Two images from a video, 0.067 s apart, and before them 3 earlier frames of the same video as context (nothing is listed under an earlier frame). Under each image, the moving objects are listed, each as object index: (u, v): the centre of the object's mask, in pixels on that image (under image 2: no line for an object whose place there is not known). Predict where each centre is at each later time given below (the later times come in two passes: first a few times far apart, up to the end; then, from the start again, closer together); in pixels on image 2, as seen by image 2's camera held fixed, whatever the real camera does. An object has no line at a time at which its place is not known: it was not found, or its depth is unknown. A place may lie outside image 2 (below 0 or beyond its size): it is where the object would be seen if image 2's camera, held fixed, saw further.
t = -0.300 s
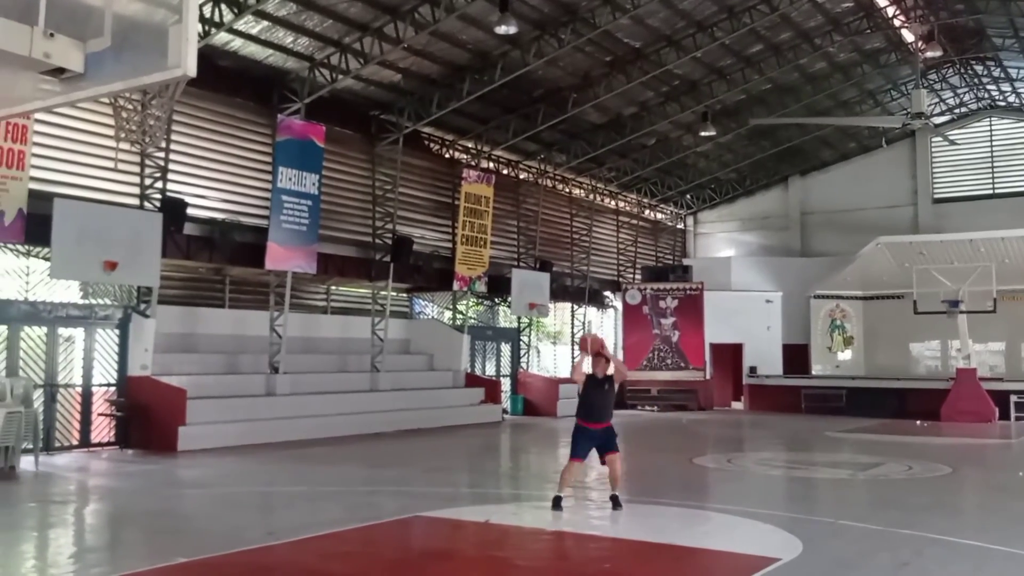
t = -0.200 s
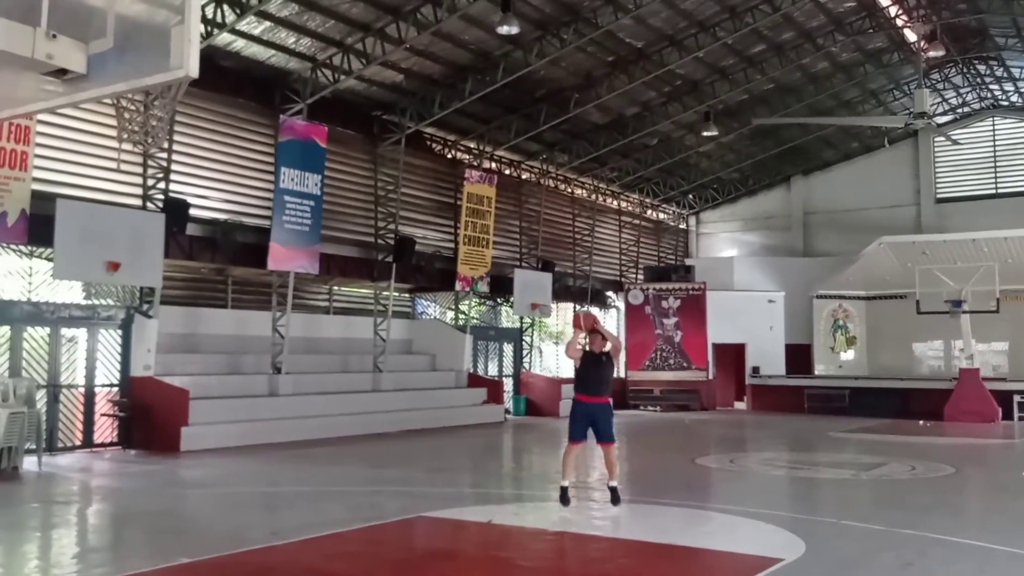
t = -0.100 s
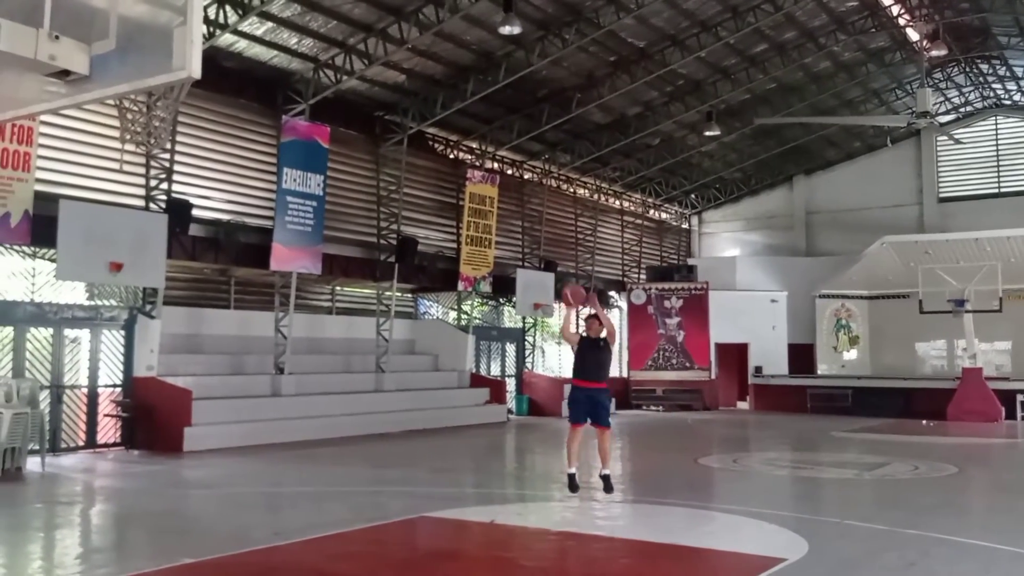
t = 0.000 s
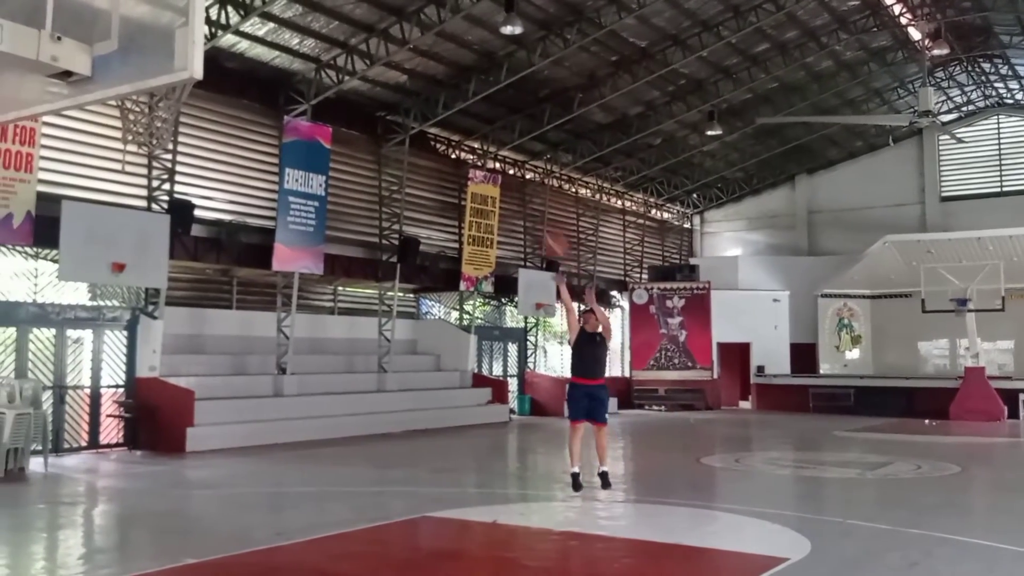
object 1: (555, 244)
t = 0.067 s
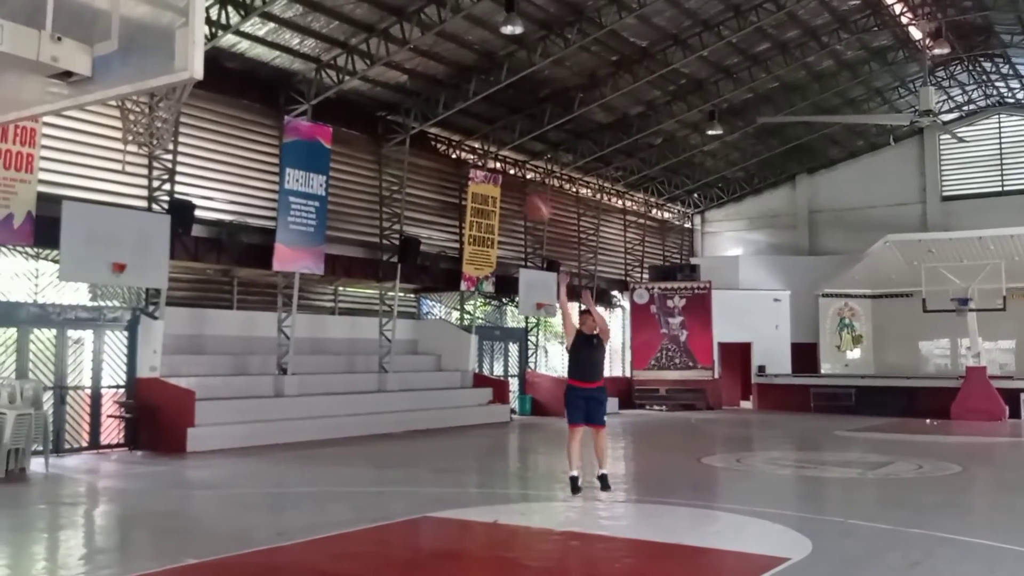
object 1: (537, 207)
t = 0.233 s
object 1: (489, 127)
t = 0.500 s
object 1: (393, 33)
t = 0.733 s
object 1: (278, 12)
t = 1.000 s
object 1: (168, 98)
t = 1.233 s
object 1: (163, 111)
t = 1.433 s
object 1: (133, 130)
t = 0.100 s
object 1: (528, 191)
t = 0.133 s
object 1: (518, 173)
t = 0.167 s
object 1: (509, 157)
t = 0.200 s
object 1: (499, 141)
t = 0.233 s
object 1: (489, 127)
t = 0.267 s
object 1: (478, 112)
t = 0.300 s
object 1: (467, 98)
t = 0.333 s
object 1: (456, 86)
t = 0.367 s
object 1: (444, 74)
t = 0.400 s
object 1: (433, 61)
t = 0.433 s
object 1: (420, 52)
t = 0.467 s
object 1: (407, 41)
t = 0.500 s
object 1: (393, 33)
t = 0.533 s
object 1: (377, 25)
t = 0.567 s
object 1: (362, 20)
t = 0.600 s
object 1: (347, 15)
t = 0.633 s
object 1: (331, 12)
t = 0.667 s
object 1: (315, 12)
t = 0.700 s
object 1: (297, 12)
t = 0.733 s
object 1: (278, 12)
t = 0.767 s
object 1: (256, 13)
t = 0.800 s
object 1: (235, 16)
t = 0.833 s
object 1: (219, 23)
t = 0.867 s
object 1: (210, 31)
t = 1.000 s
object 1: (168, 98)
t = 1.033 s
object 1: (184, 103)
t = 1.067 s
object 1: (186, 104)
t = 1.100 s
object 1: (183, 105)
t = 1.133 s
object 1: (180, 105)
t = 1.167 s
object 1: (175, 107)
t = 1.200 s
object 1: (169, 108)
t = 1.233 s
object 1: (163, 111)
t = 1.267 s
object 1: (157, 113)
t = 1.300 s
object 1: (151, 117)
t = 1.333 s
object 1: (139, 125)
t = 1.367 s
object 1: (134, 130)
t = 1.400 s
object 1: (132, 129)
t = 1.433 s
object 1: (133, 130)
